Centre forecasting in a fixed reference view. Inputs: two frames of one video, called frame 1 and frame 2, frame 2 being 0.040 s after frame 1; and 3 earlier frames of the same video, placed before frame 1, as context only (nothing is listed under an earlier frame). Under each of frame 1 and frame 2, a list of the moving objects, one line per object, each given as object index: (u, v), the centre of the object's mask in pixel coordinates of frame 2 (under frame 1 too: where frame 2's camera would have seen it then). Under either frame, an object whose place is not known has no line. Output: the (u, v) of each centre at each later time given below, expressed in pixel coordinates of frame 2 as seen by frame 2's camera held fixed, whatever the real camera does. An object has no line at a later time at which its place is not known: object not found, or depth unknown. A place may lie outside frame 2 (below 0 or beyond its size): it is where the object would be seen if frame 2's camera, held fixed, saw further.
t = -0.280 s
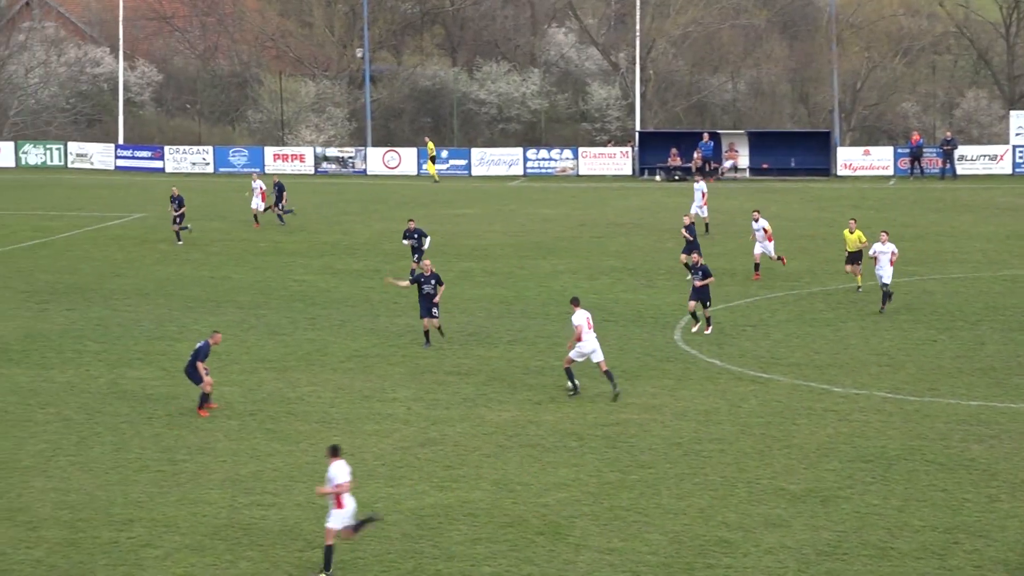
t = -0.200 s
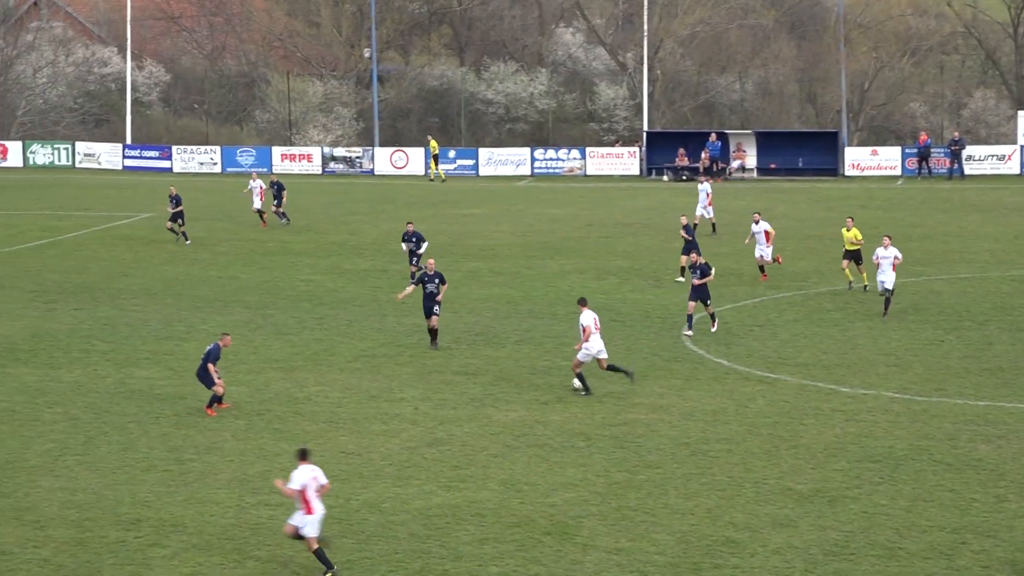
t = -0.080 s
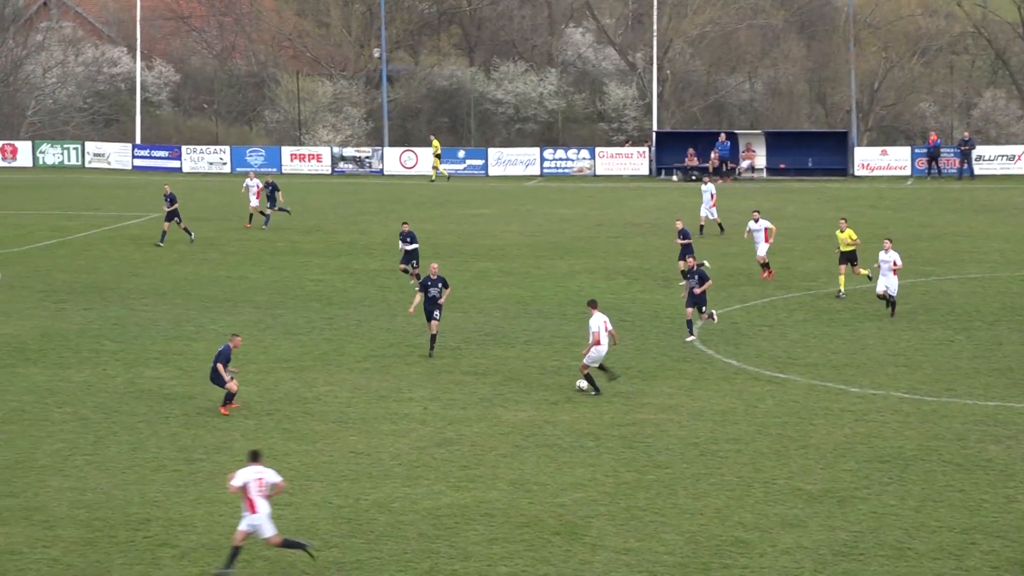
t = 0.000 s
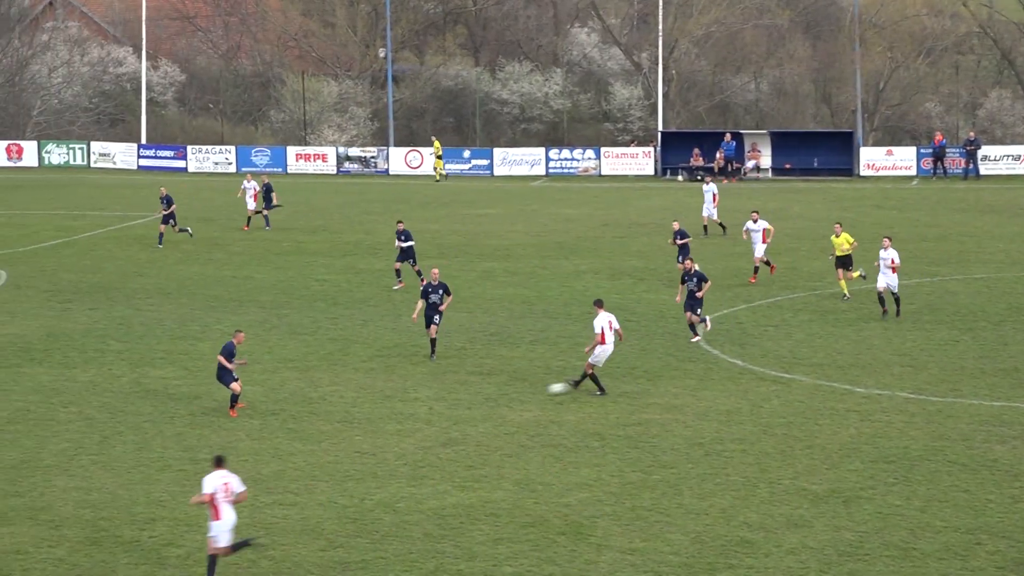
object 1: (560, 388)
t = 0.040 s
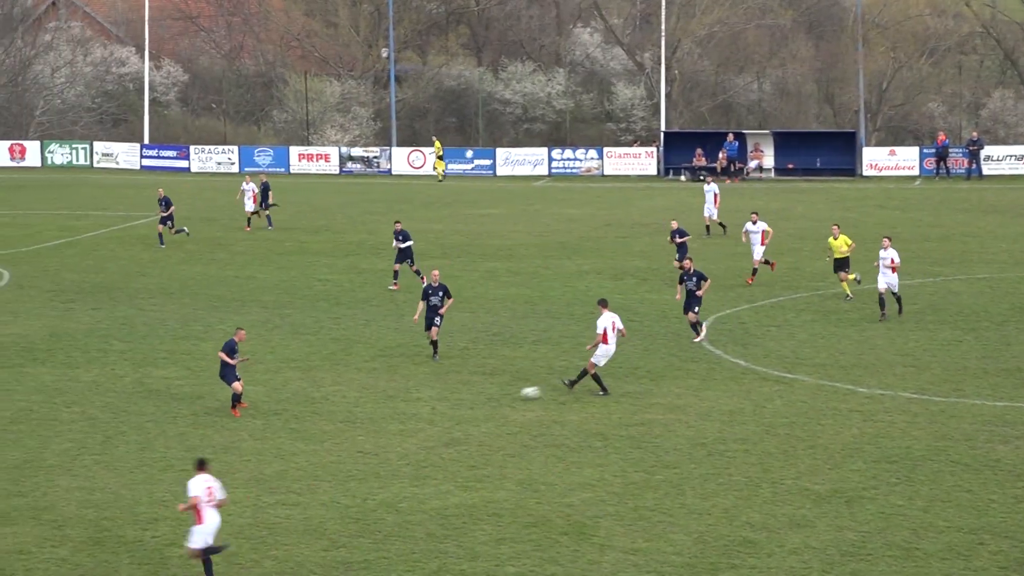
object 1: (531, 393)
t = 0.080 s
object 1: (501, 397)
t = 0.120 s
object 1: (472, 402)
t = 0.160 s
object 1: (443, 407)
